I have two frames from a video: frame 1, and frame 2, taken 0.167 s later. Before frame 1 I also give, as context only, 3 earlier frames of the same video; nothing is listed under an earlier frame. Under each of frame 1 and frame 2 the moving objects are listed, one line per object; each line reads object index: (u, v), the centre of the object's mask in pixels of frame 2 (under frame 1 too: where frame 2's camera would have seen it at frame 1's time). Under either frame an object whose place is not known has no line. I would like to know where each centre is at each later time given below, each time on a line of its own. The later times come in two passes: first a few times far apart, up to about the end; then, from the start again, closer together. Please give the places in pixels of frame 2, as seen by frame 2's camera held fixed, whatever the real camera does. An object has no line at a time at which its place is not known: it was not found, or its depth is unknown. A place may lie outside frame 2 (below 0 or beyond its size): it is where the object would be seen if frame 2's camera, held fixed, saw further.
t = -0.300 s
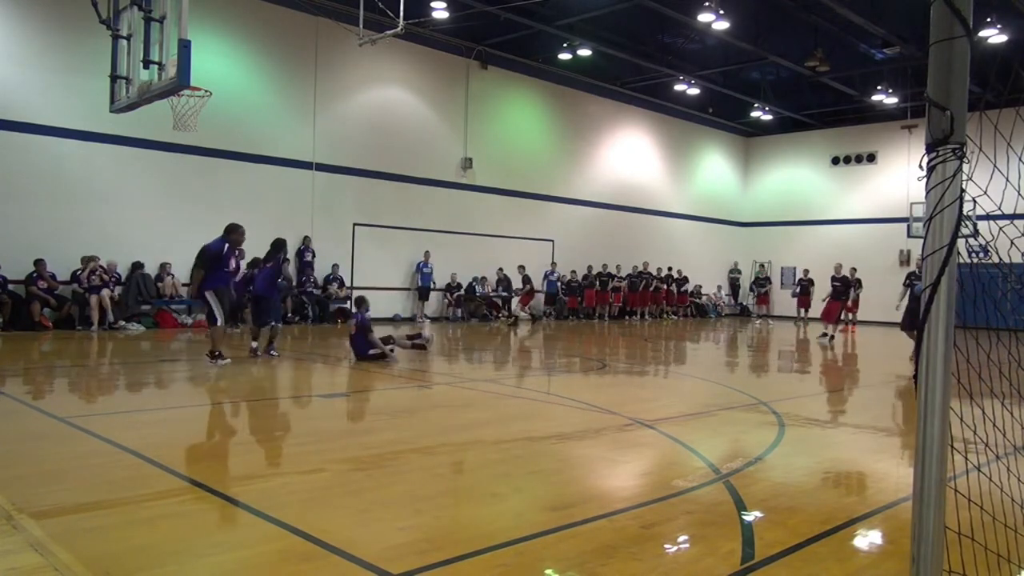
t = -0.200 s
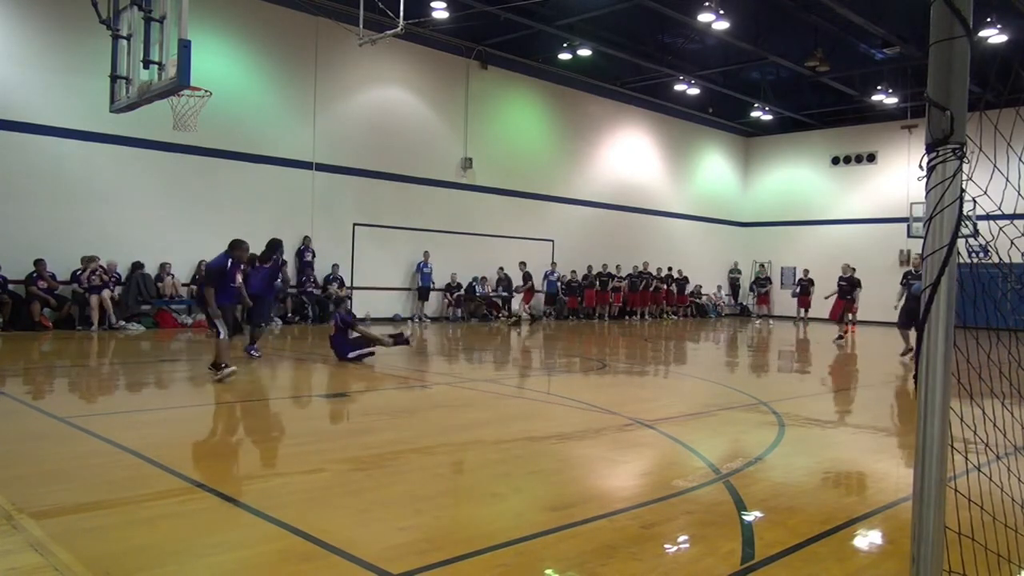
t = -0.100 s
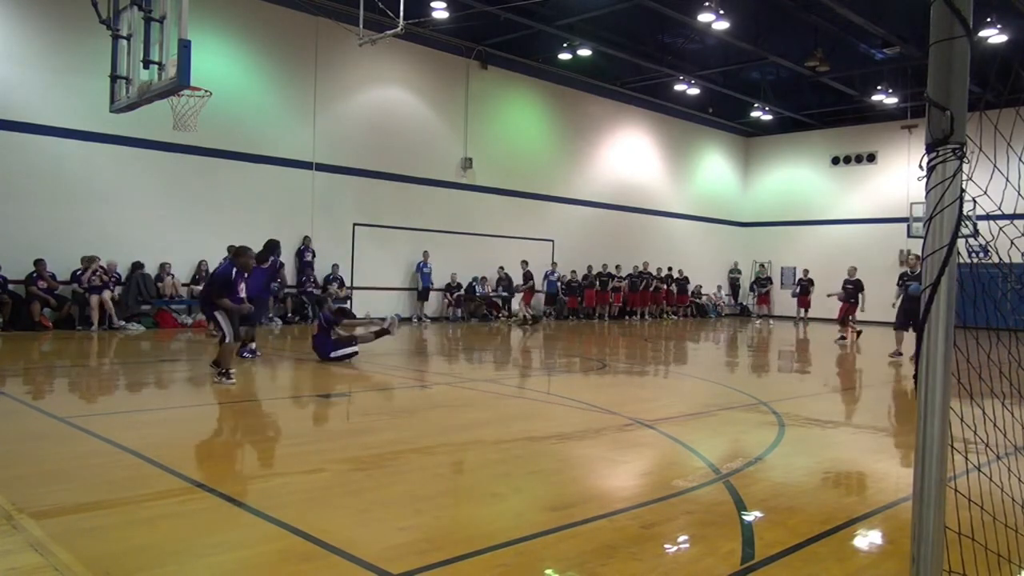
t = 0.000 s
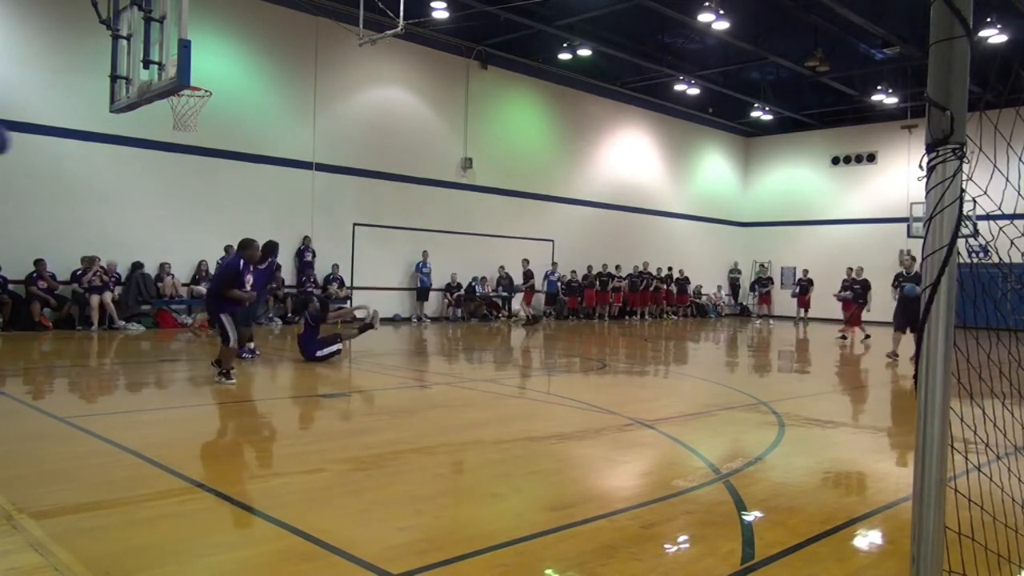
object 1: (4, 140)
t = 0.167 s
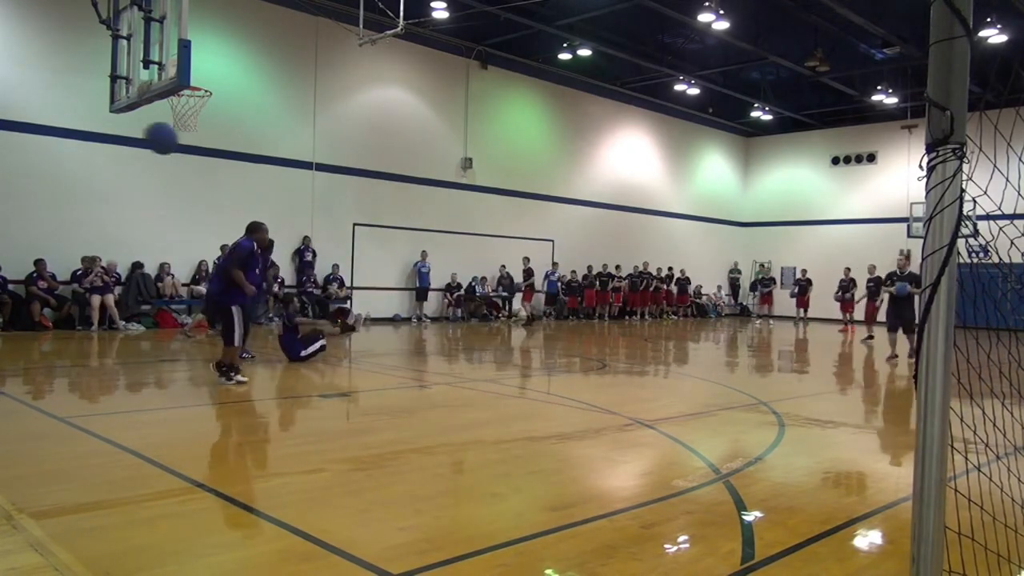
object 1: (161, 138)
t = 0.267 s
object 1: (249, 154)
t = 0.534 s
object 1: (439, 240)
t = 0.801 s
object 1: (586, 372)
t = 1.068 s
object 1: (648, 323)
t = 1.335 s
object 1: (696, 300)
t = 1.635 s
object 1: (741, 357)
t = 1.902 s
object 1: (776, 349)
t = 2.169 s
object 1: (807, 336)
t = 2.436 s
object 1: (833, 386)
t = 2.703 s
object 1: (862, 354)
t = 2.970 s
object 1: (888, 378)
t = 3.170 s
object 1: (907, 367)
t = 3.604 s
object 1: (956, 372)
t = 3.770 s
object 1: (963, 373)
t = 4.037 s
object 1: (985, 376)
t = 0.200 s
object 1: (191, 142)
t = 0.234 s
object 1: (221, 148)
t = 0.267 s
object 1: (249, 154)
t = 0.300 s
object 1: (276, 161)
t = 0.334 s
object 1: (301, 170)
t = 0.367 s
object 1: (326, 179)
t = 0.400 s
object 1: (350, 190)
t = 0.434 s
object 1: (374, 201)
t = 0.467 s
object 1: (397, 213)
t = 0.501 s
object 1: (418, 225)
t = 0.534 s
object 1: (439, 240)
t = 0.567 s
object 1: (460, 254)
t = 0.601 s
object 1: (480, 269)
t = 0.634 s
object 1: (503, 286)
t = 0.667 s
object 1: (517, 301)
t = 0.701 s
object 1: (535, 318)
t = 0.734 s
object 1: (553, 335)
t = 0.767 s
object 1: (569, 354)
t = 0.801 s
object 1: (586, 372)
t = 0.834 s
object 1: (602, 392)
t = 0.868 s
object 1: (609, 387)
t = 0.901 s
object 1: (616, 374)
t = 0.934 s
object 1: (622, 361)
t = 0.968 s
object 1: (629, 350)
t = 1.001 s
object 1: (635, 340)
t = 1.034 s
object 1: (642, 331)
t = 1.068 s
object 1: (648, 323)
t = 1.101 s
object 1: (654, 316)
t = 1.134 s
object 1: (661, 310)
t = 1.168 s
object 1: (667, 306)
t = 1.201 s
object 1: (673, 302)
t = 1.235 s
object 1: (679, 300)
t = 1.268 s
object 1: (684, 299)
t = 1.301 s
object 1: (690, 298)
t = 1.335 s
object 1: (696, 300)
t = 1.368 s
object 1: (702, 304)
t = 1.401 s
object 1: (705, 306)
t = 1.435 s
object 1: (710, 309)
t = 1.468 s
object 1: (716, 315)
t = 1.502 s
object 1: (722, 322)
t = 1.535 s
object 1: (726, 329)
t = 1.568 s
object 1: (732, 337)
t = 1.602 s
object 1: (737, 346)
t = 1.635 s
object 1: (741, 357)
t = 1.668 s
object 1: (746, 368)
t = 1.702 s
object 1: (751, 381)
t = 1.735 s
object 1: (755, 390)
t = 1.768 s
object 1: (759, 381)
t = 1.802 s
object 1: (764, 371)
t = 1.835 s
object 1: (768, 363)
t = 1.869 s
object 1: (772, 355)
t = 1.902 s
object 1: (776, 349)
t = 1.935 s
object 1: (780, 344)
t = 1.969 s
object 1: (784, 340)
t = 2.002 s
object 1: (788, 336)
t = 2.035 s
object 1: (792, 334)
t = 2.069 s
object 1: (796, 333)
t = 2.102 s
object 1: (799, 333)
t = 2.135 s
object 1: (803, 334)
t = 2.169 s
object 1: (807, 336)
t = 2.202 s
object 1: (811, 339)
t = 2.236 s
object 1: (814, 342)
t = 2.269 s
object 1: (818, 347)
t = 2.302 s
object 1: (821, 353)
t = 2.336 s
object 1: (824, 360)
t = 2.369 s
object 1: (827, 368)
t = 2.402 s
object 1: (830, 376)
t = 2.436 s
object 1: (833, 386)
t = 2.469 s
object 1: (837, 385)
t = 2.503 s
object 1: (840, 377)
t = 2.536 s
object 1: (844, 371)
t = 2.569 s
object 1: (848, 365)
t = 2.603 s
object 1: (852, 361)
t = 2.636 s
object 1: (855, 358)
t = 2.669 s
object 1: (859, 355)
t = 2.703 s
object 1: (862, 354)
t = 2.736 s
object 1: (866, 354)
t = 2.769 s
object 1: (869, 355)
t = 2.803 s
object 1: (872, 356)
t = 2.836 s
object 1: (876, 358)
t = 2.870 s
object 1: (879, 362)
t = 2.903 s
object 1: (882, 366)
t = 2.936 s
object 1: (885, 372)
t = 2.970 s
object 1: (888, 378)
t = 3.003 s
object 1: (891, 386)
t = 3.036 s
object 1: (895, 384)
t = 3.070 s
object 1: (898, 379)
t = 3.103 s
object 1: (901, 374)
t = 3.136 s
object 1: (904, 370)
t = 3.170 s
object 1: (907, 367)
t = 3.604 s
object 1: (956, 372)
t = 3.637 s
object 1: (958, 371)
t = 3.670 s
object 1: (959, 370)
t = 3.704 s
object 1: (961, 371)
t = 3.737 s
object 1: (962, 372)
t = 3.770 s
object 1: (963, 373)
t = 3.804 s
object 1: (966, 376)
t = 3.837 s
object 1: (969, 380)
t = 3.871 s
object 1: (973, 385)
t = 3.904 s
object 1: (974, 385)
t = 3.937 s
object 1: (977, 382)
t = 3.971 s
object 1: (980, 378)
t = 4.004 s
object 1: (982, 377)
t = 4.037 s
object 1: (985, 376)
